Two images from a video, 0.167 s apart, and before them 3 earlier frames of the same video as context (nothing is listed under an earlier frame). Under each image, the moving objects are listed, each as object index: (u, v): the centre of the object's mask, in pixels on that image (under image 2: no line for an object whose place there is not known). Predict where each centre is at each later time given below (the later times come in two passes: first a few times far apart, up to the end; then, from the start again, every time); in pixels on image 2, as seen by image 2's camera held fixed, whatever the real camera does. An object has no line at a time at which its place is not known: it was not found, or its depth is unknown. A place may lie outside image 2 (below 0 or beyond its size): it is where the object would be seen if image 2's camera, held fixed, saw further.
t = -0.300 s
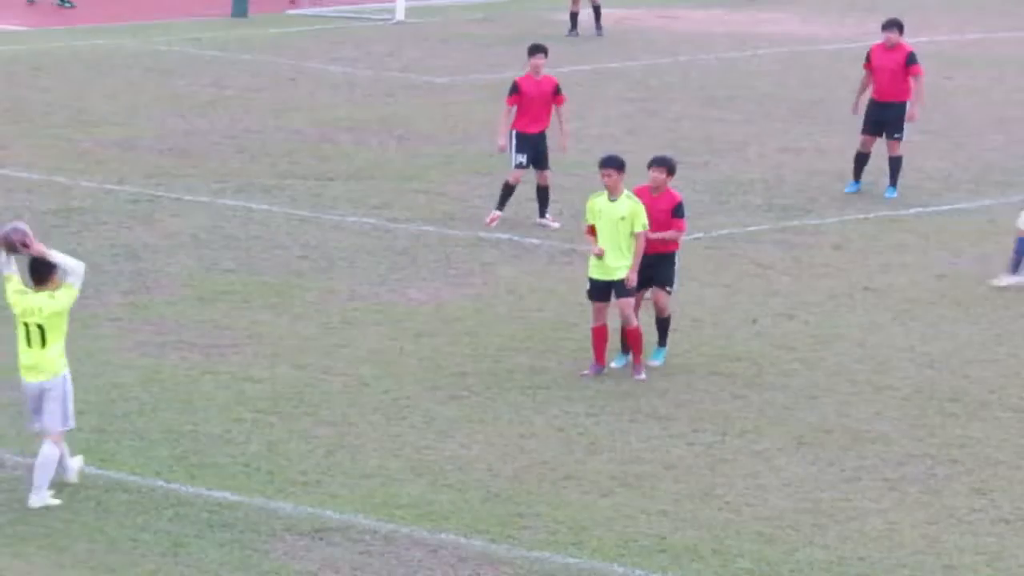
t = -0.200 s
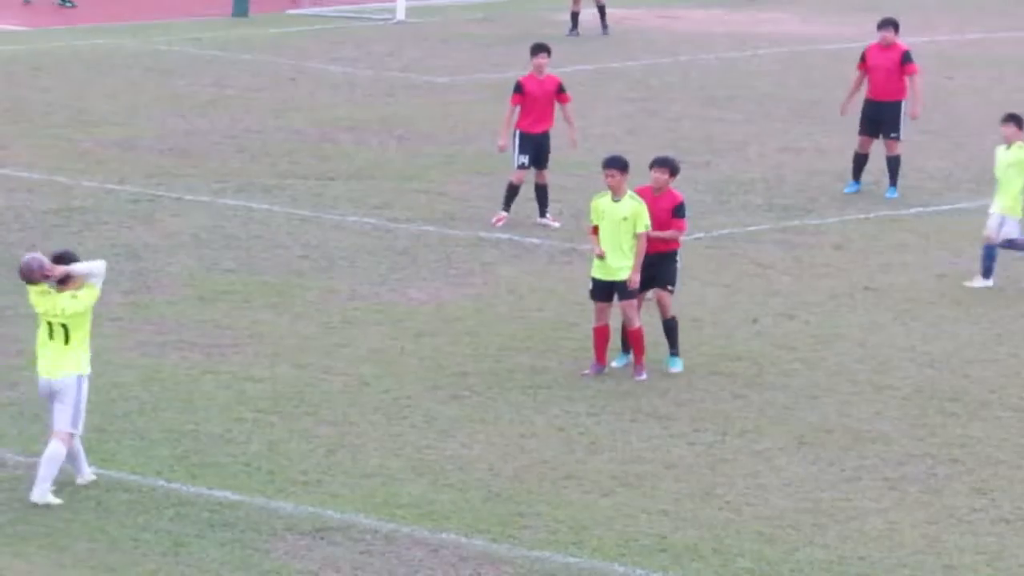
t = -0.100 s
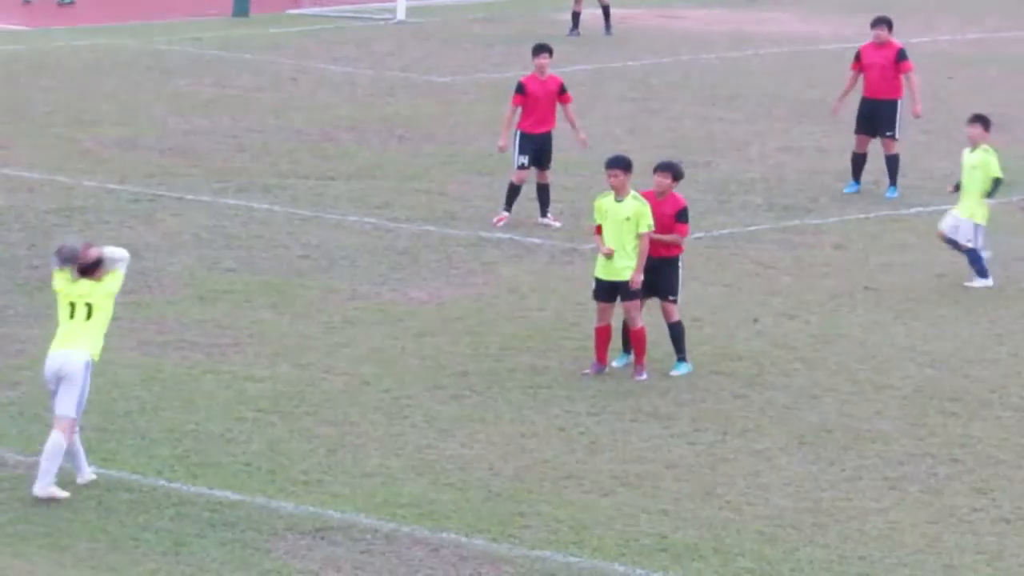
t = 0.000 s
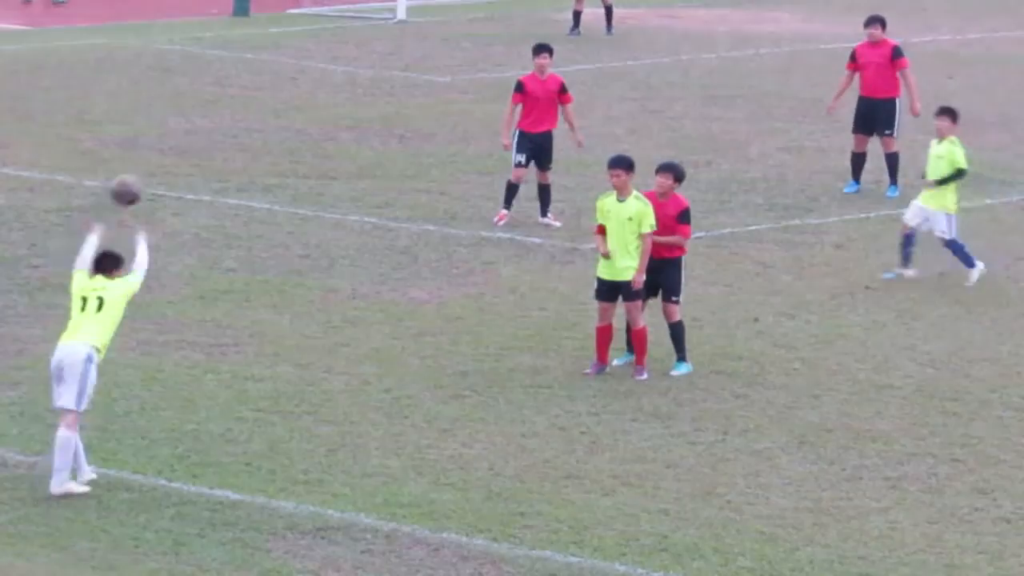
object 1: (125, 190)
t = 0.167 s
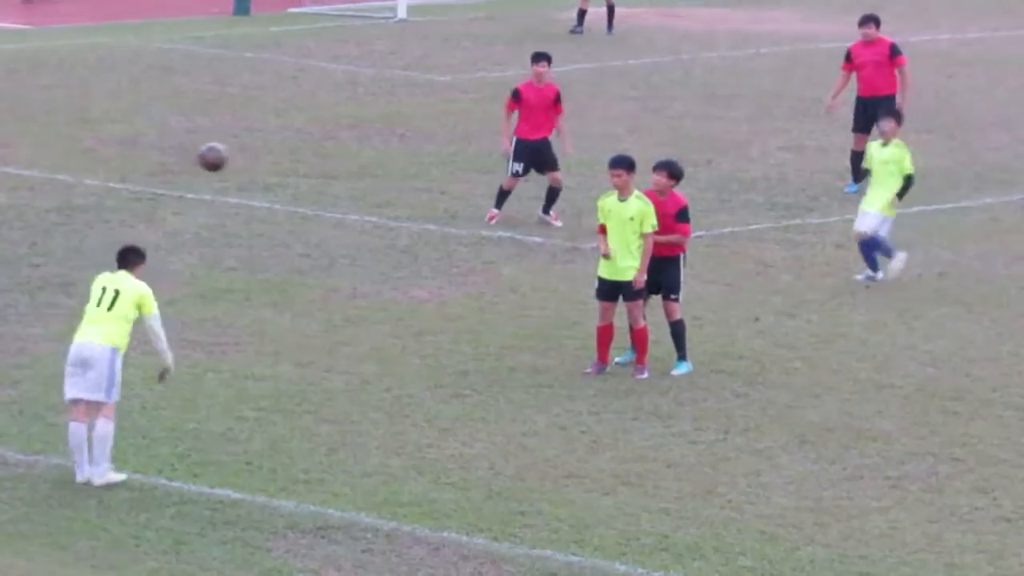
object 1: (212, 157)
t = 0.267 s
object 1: (258, 156)
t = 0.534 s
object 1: (363, 216)
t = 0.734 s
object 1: (425, 273)
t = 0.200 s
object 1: (228, 155)
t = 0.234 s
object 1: (243, 156)
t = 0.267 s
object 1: (258, 156)
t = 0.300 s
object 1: (273, 158)
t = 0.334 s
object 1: (287, 163)
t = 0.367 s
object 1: (300, 169)
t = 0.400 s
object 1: (315, 176)
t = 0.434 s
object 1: (327, 184)
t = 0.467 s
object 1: (339, 193)
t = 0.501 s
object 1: (351, 205)
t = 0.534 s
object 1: (363, 216)
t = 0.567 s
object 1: (373, 228)
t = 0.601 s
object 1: (385, 243)
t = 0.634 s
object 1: (397, 257)
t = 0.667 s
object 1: (407, 272)
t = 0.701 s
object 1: (417, 290)
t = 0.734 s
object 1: (425, 273)
